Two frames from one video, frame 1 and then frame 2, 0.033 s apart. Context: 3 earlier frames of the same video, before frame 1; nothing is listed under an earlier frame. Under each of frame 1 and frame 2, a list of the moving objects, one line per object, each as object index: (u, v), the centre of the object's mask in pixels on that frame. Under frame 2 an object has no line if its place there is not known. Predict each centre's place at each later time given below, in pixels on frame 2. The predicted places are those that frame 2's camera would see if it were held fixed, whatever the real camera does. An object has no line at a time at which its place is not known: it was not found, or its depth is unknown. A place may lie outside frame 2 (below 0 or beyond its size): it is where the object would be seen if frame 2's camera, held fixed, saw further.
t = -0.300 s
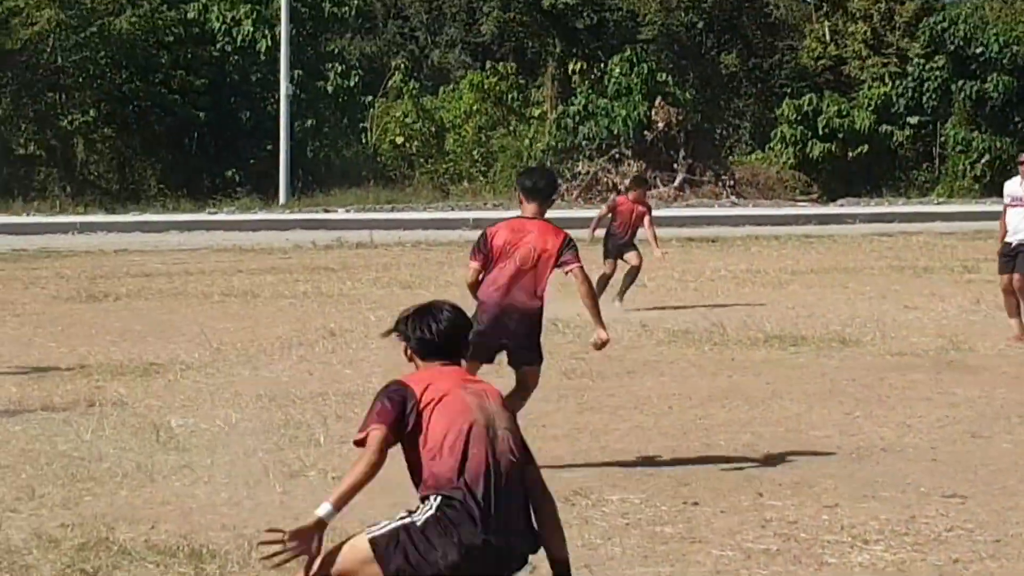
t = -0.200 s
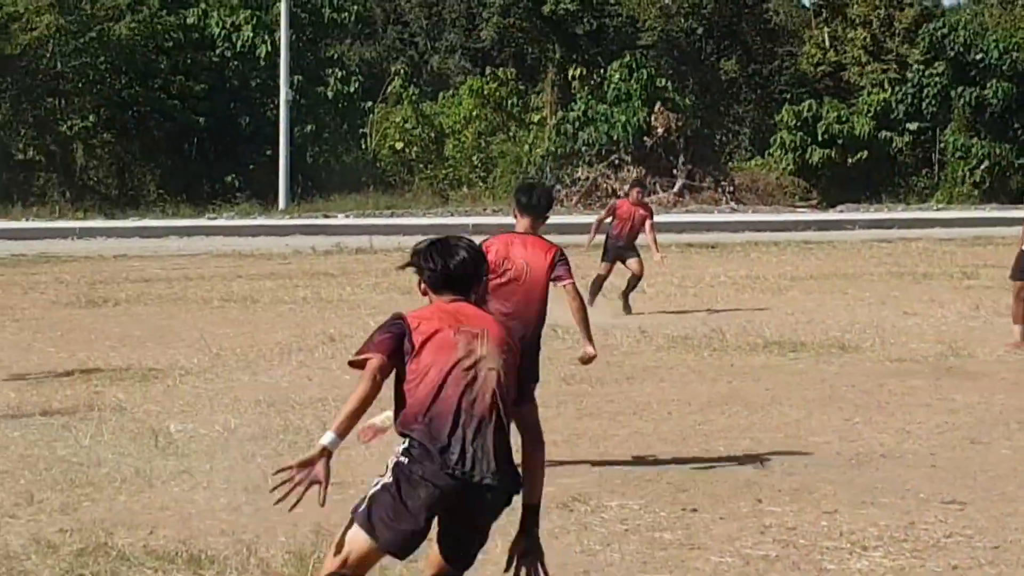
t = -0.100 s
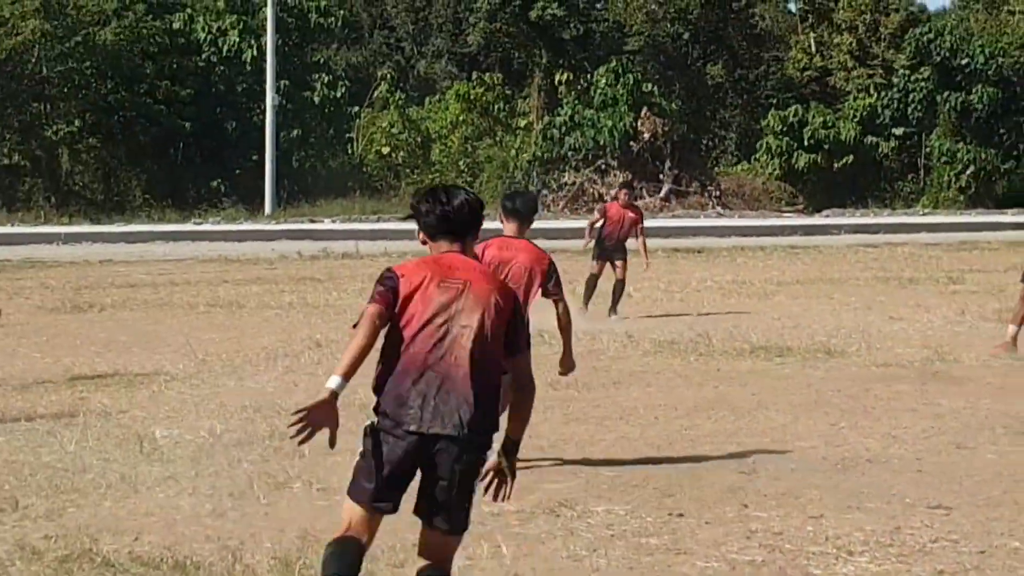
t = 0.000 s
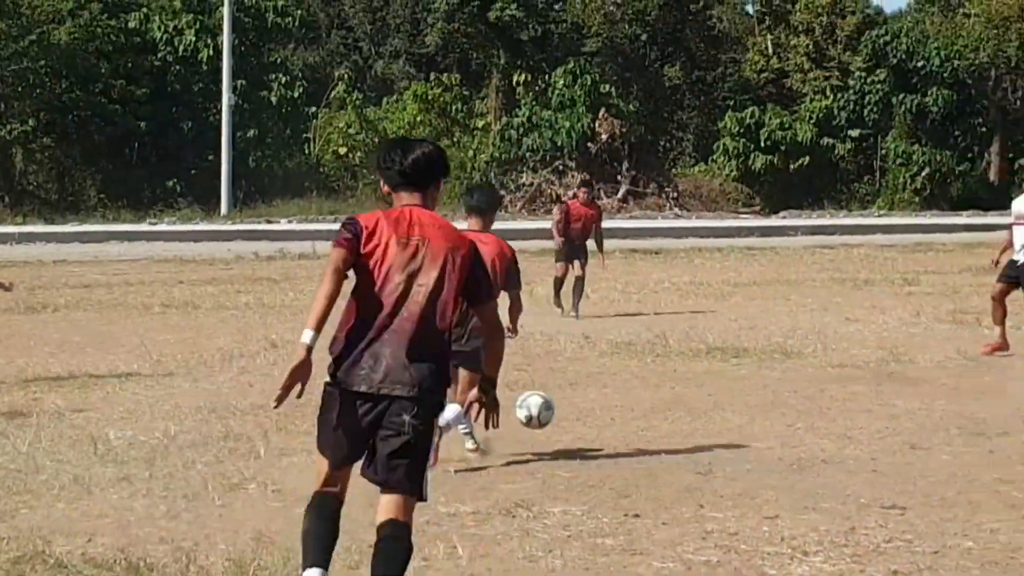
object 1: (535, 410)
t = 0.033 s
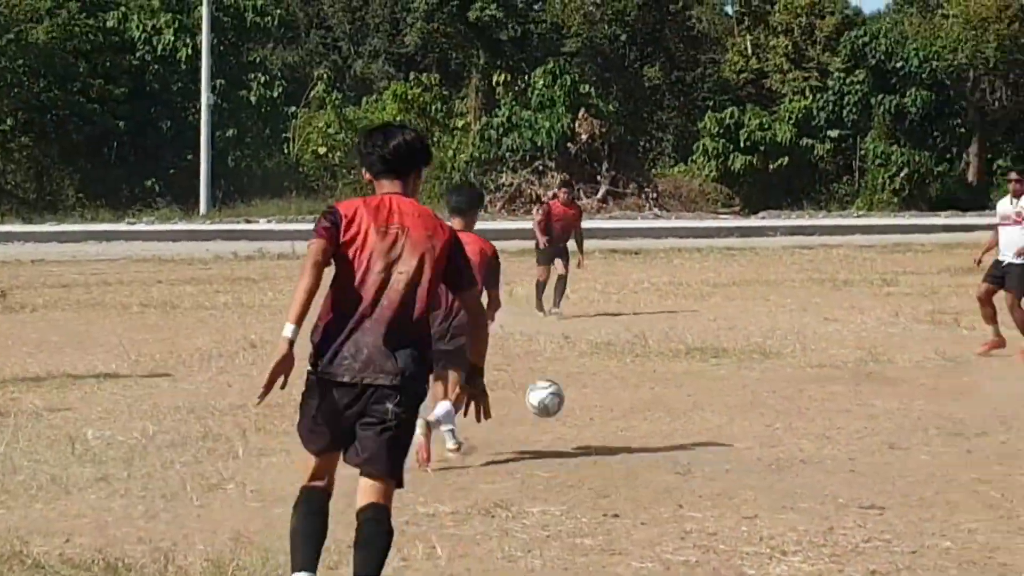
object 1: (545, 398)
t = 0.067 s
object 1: (575, 389)
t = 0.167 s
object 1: (664, 373)
